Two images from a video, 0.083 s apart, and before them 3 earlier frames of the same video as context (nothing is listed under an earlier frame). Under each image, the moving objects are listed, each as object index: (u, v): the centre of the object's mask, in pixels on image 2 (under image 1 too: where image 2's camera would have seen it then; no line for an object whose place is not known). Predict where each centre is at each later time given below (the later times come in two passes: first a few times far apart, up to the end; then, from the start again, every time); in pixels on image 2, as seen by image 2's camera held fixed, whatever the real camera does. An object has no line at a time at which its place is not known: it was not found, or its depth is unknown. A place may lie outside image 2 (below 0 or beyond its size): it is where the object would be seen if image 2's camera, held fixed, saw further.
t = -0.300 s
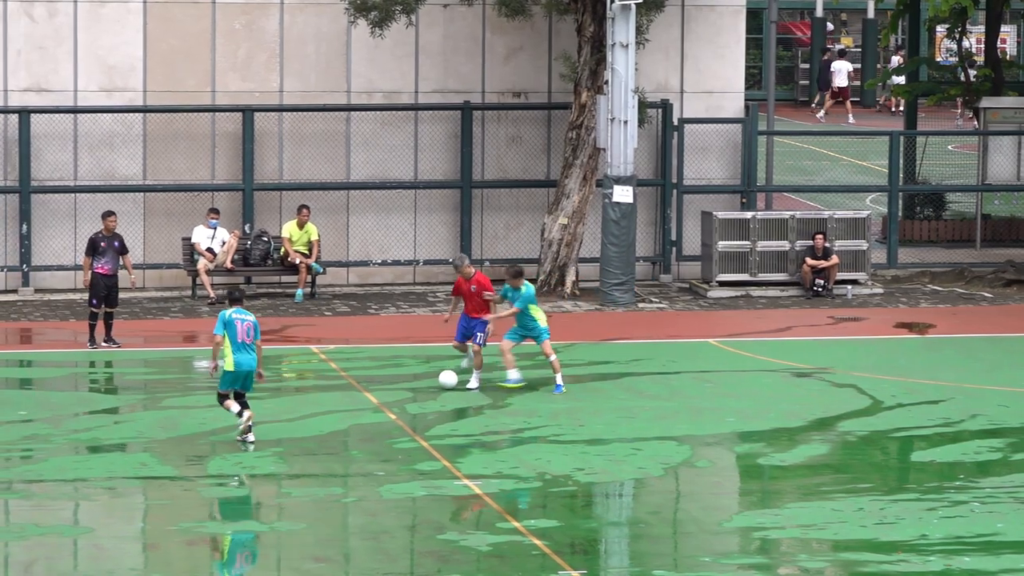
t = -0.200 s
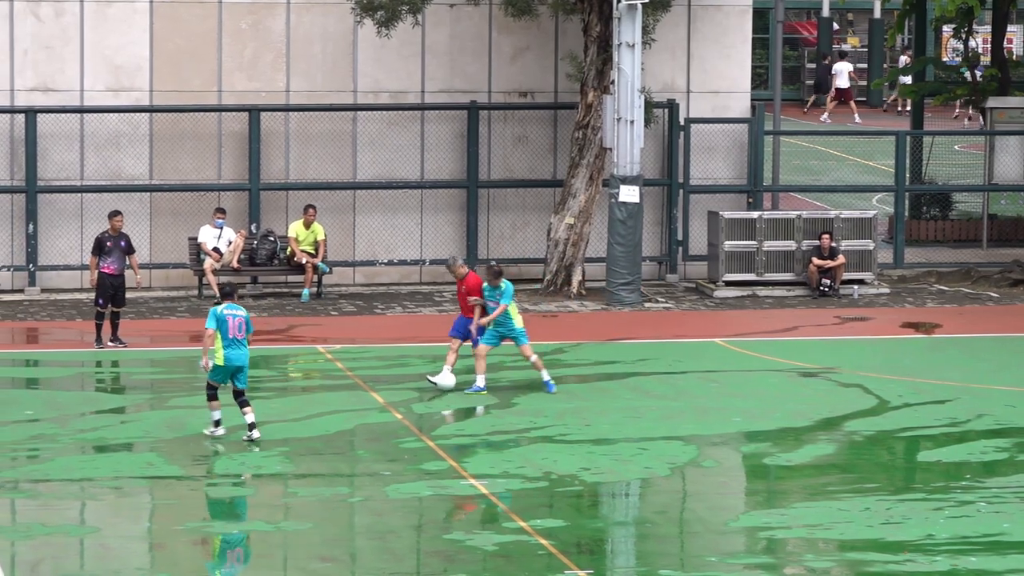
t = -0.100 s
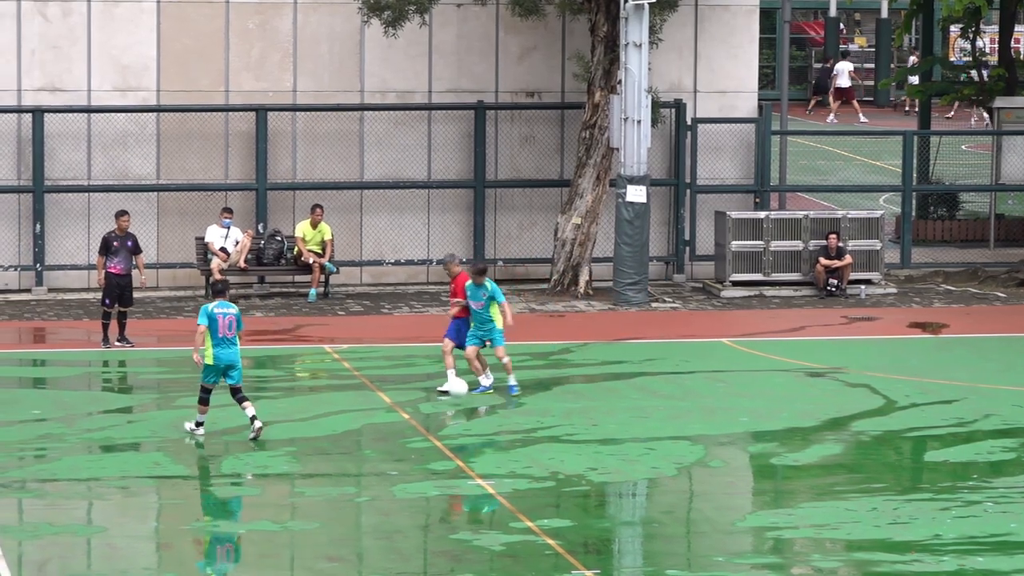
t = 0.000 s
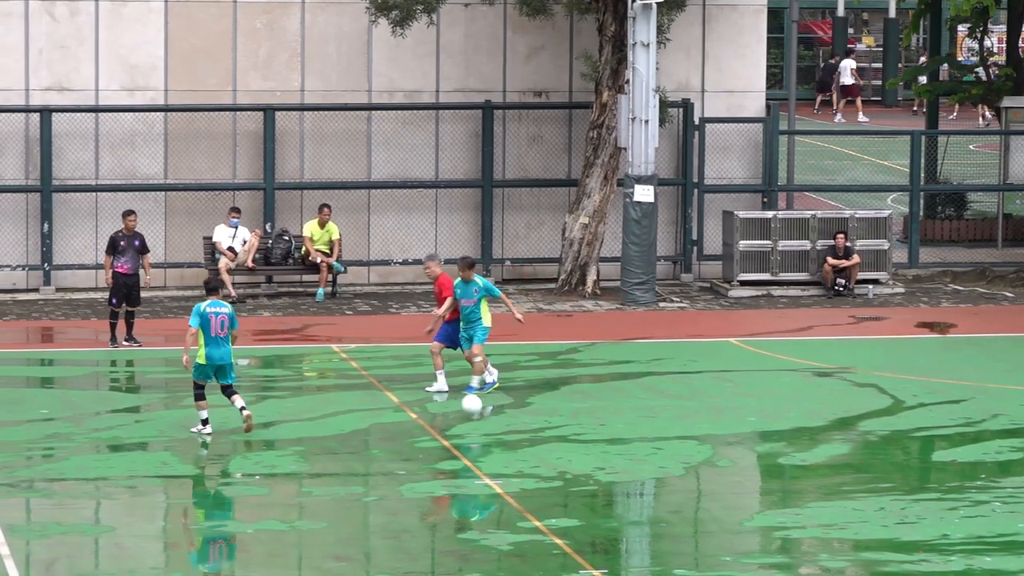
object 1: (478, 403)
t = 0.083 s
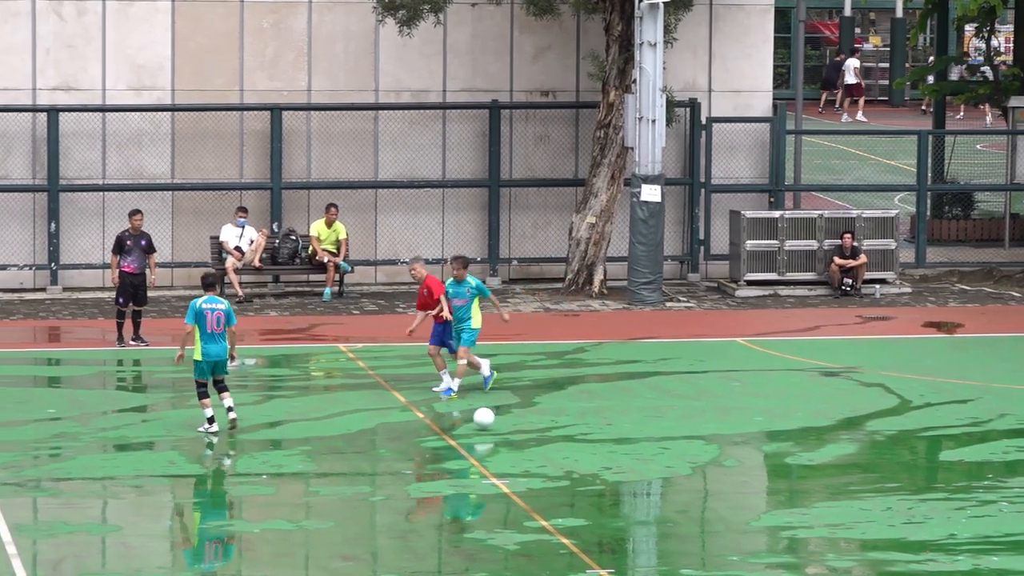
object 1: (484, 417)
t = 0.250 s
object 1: (495, 437)
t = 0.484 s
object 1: (512, 467)
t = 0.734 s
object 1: (529, 491)
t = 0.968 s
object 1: (547, 519)
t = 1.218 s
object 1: (569, 550)
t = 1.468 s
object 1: (591, 581)
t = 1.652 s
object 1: (609, 597)
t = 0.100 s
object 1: (485, 417)
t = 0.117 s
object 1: (486, 419)
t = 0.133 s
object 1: (487, 420)
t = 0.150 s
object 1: (488, 421)
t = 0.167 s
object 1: (489, 423)
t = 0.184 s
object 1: (490, 425)
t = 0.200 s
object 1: (491, 427)
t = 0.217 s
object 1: (492, 430)
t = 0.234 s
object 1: (494, 433)
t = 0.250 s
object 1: (495, 437)
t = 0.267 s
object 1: (496, 441)
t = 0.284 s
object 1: (498, 445)
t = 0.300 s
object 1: (499, 447)
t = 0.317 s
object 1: (500, 447)
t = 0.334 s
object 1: (501, 448)
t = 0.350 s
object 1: (502, 449)
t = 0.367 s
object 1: (503, 451)
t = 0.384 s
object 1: (504, 453)
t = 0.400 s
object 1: (506, 454)
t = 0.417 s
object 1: (507, 457)
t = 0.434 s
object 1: (508, 459)
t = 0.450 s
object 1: (510, 463)
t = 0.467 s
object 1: (511, 466)
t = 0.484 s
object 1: (512, 467)
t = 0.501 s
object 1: (512, 467)
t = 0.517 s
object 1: (513, 467)
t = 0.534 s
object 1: (515, 469)
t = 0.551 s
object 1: (516, 471)
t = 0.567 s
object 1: (517, 472)
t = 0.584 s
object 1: (518, 474)
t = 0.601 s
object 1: (519, 476)
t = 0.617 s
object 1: (520, 479)
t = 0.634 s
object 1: (522, 482)
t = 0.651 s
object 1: (523, 485)
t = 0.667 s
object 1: (524, 487)
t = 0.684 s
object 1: (525, 487)
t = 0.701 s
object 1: (527, 488)
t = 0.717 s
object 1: (528, 490)
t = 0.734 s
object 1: (529, 491)
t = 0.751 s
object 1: (531, 493)
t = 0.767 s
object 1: (532, 496)
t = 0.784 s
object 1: (533, 498)
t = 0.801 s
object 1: (534, 501)
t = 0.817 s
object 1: (536, 504)
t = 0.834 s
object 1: (537, 505)
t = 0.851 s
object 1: (539, 506)
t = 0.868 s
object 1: (540, 506)
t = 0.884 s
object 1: (541, 508)
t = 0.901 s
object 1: (542, 509)
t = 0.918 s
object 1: (543, 511)
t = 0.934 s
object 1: (545, 513)
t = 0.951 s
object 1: (546, 516)
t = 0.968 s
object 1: (547, 519)
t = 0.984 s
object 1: (549, 522)
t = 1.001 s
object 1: (550, 525)
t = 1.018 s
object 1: (551, 526)
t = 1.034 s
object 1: (553, 527)
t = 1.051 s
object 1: (555, 527)
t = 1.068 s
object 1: (556, 528)
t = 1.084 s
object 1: (557, 529)
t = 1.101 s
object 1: (559, 529)
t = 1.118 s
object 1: (560, 531)
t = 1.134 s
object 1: (562, 533)
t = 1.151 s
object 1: (563, 536)
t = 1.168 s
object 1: (564, 538)
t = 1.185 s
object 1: (566, 541)
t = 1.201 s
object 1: (567, 545)
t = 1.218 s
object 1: (569, 550)
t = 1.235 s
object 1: (570, 553)
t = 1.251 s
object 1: (572, 553)
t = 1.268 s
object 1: (573, 553)
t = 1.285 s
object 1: (575, 553)
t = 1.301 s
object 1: (576, 553)
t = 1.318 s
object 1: (577, 555)
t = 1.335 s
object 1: (579, 557)
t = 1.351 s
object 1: (581, 558)
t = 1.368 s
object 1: (582, 560)
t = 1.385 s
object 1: (583, 562)
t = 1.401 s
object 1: (585, 564)
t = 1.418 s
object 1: (587, 568)
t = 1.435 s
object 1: (588, 572)
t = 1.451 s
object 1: (589, 577)
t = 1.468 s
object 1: (591, 581)
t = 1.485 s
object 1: (592, 583)
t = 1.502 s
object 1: (594, 582)
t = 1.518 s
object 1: (595, 582)
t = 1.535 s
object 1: (597, 583)
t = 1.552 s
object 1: (599, 584)
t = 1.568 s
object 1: (600, 585)
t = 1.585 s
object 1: (602, 587)
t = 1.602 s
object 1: (604, 589)
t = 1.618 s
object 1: (605, 591)
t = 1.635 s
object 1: (607, 594)
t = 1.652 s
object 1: (609, 597)
